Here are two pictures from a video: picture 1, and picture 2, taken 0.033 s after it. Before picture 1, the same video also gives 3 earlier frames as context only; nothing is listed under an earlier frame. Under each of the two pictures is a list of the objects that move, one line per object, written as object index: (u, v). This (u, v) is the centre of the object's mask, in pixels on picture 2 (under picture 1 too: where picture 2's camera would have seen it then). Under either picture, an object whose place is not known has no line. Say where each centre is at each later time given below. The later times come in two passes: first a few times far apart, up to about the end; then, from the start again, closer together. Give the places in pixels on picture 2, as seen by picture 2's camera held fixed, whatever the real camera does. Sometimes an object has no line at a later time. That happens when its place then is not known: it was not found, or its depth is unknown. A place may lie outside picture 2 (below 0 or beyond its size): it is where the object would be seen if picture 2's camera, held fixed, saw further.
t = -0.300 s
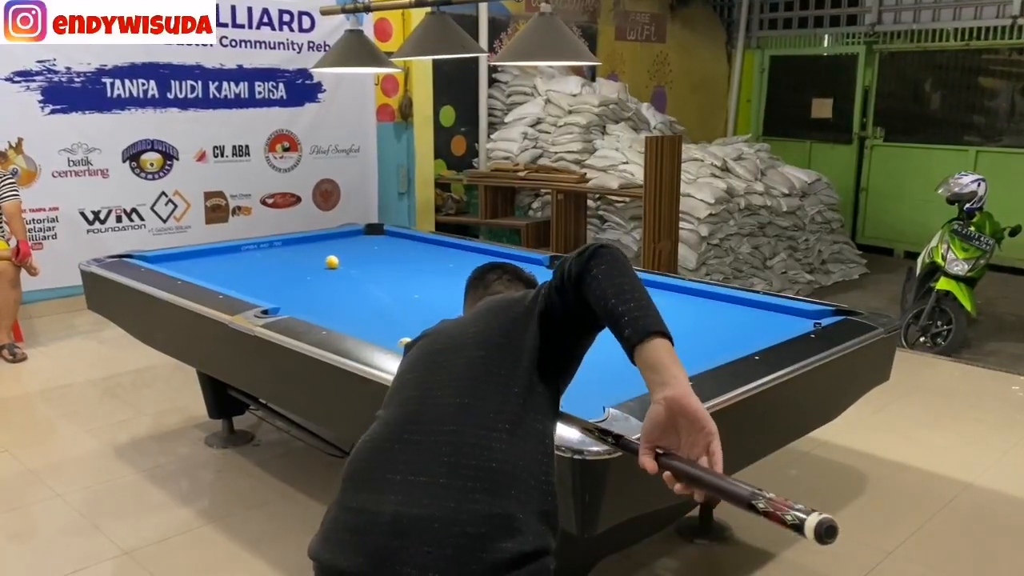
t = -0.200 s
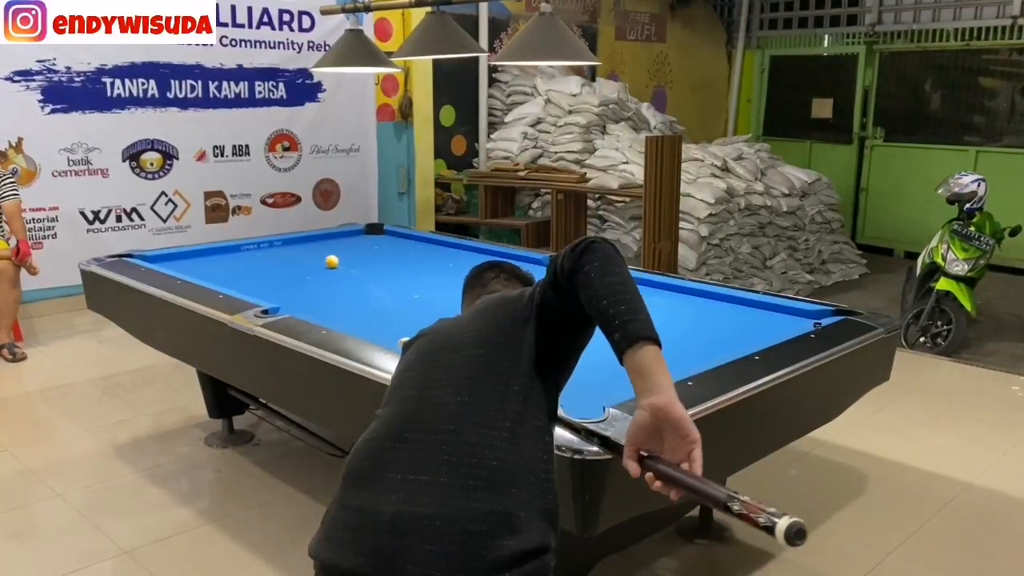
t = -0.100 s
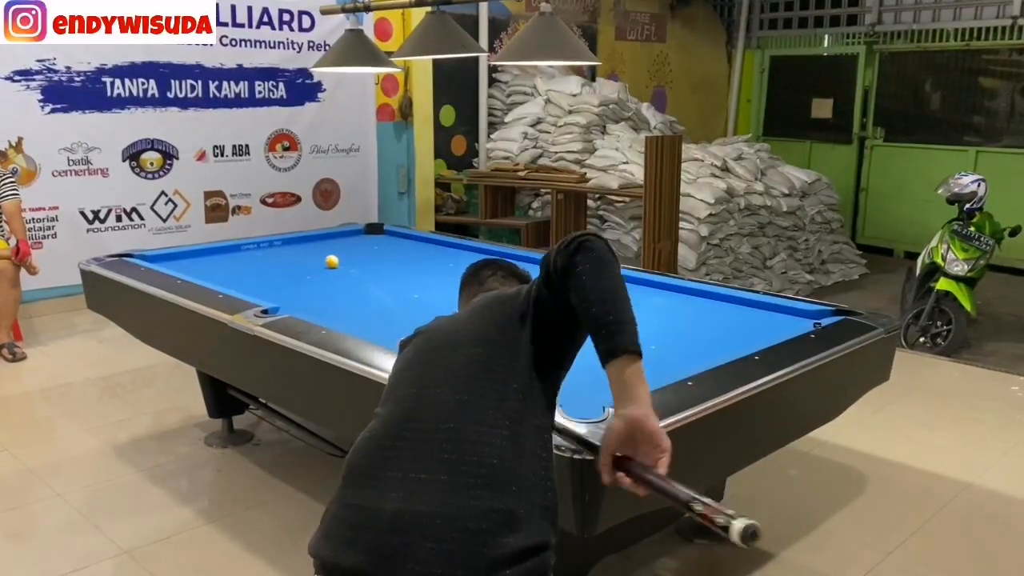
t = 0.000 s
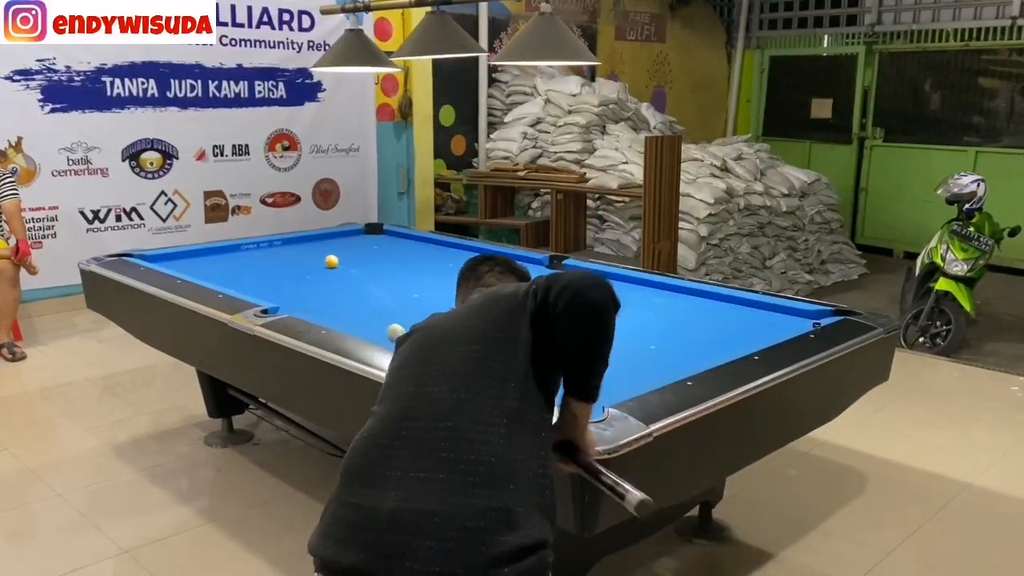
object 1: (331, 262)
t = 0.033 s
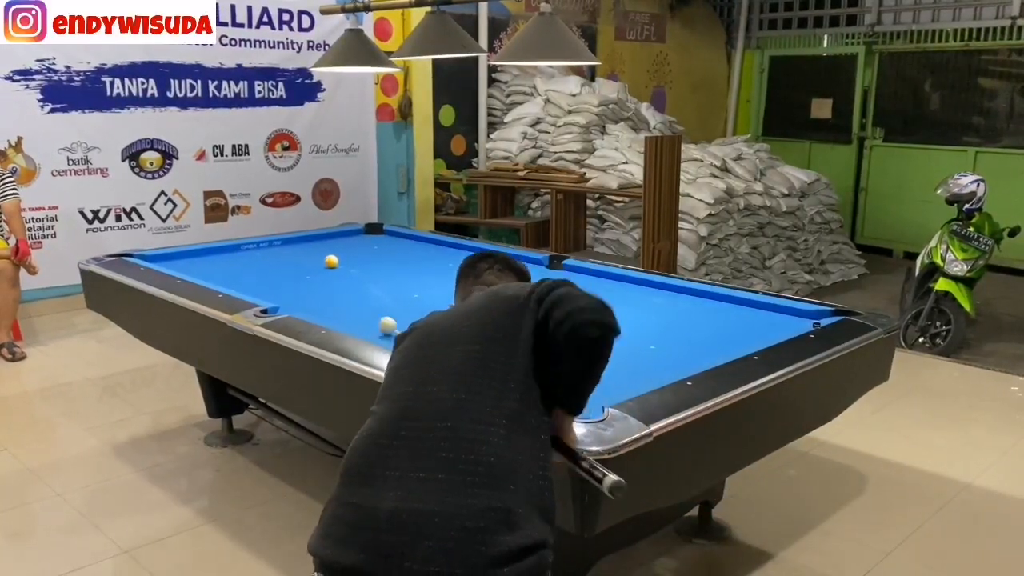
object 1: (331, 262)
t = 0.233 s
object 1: (331, 262)
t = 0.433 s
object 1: (338, 250)
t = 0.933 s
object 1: (397, 236)
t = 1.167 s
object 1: (406, 243)
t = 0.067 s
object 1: (331, 262)
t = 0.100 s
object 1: (331, 262)
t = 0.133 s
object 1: (331, 262)
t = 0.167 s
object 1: (331, 262)
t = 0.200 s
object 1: (331, 262)
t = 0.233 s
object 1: (331, 262)
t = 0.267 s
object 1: (331, 262)
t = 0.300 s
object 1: (330, 261)
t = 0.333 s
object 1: (331, 258)
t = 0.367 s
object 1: (334, 258)
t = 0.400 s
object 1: (335, 254)
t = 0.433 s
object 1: (338, 250)
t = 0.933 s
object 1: (397, 236)
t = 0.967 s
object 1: (399, 237)
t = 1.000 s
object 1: (400, 238)
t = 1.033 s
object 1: (401, 238)
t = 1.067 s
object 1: (402, 240)
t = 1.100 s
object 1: (403, 241)
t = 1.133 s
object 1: (405, 242)
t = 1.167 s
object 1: (406, 243)
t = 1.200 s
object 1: (405, 242)
